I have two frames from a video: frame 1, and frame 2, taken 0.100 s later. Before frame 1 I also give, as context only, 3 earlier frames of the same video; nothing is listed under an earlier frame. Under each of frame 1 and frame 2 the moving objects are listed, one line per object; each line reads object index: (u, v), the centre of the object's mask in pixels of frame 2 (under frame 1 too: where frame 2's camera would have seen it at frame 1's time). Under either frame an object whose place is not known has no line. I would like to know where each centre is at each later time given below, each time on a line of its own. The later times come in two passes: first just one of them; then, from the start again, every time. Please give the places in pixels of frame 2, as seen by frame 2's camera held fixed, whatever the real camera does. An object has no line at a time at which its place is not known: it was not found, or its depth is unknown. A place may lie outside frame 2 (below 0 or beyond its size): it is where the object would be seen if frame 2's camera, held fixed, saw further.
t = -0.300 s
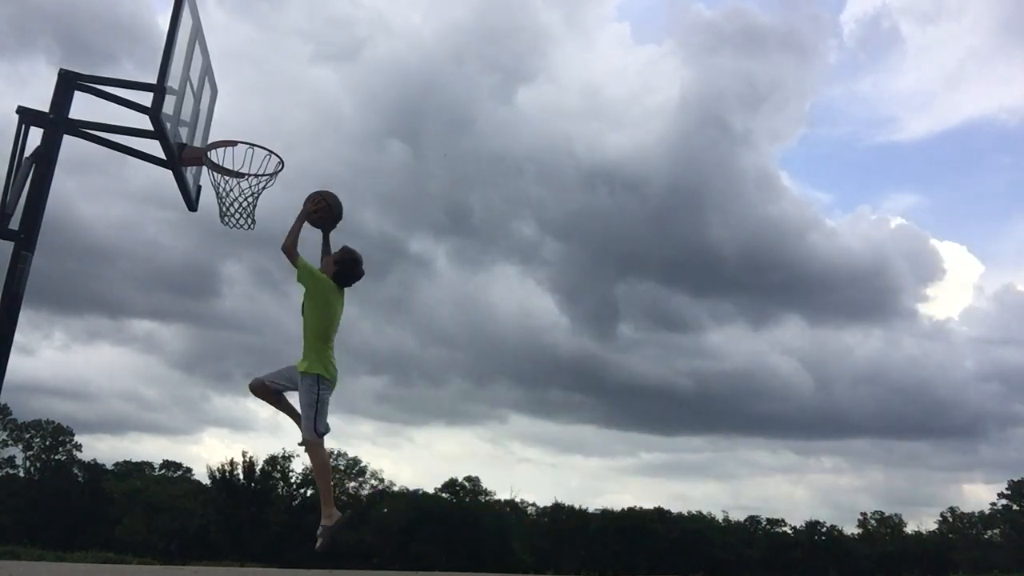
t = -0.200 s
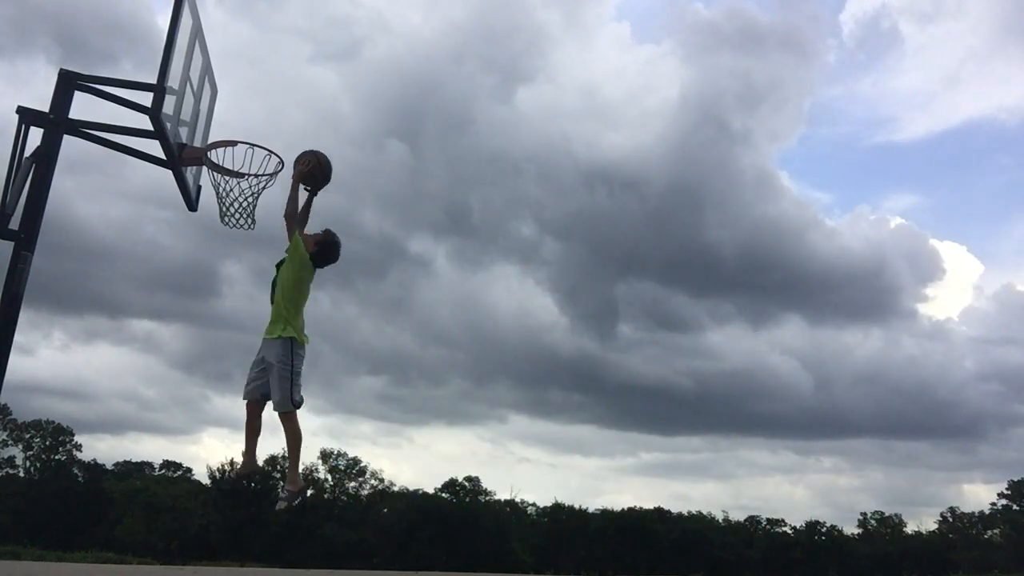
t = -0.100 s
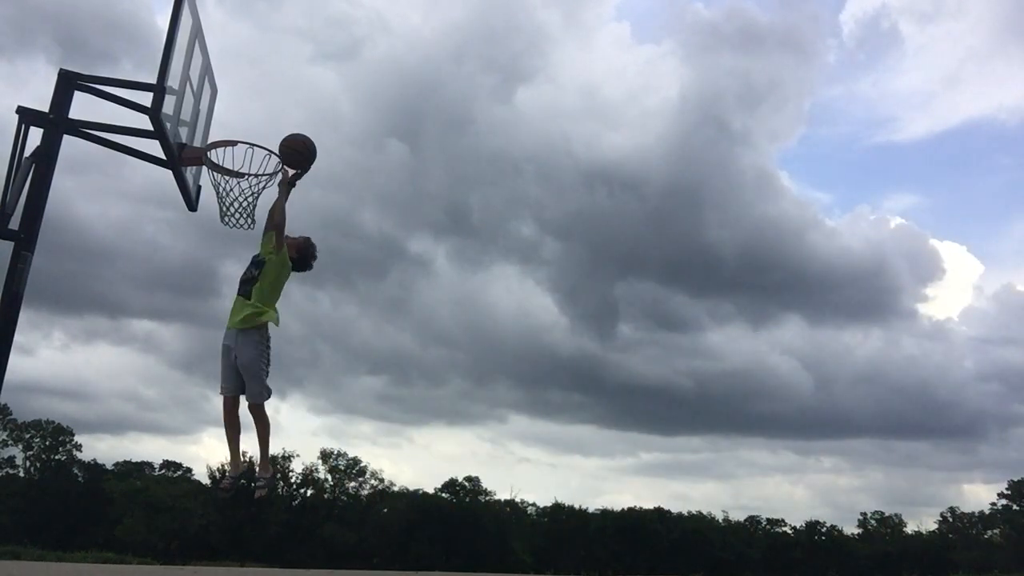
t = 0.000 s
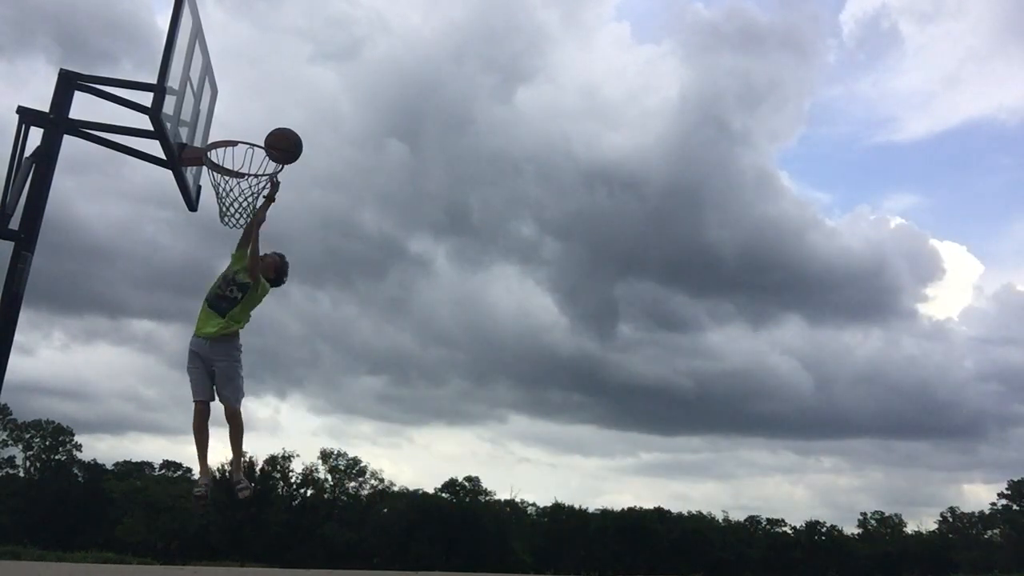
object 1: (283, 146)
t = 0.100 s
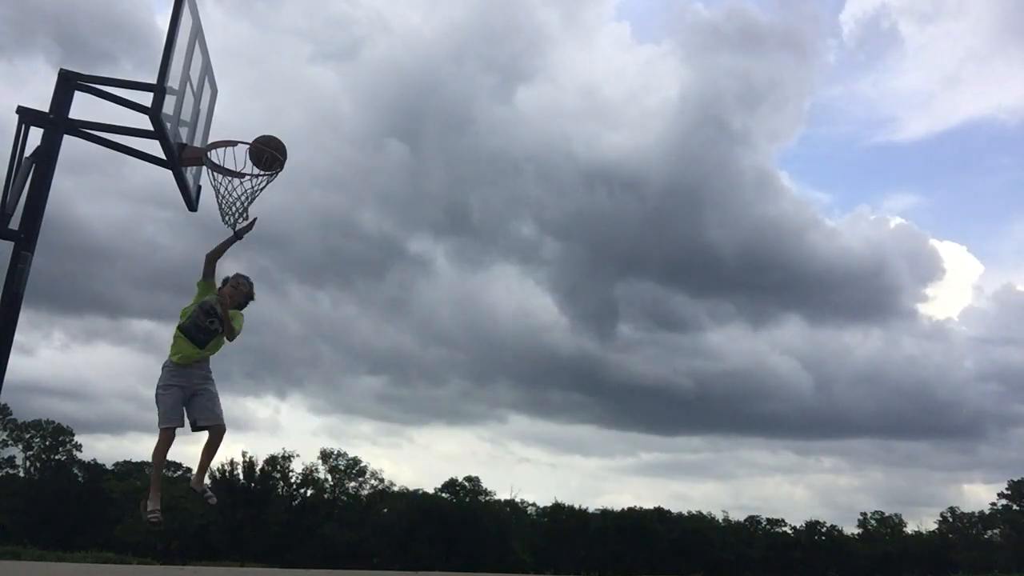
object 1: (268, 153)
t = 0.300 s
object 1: (232, 199)
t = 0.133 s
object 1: (263, 158)
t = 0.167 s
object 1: (256, 163)
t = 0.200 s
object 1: (250, 170)
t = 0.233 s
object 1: (244, 179)
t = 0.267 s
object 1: (237, 189)
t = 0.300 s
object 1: (232, 199)
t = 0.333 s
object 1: (229, 204)
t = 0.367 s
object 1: (226, 209)
